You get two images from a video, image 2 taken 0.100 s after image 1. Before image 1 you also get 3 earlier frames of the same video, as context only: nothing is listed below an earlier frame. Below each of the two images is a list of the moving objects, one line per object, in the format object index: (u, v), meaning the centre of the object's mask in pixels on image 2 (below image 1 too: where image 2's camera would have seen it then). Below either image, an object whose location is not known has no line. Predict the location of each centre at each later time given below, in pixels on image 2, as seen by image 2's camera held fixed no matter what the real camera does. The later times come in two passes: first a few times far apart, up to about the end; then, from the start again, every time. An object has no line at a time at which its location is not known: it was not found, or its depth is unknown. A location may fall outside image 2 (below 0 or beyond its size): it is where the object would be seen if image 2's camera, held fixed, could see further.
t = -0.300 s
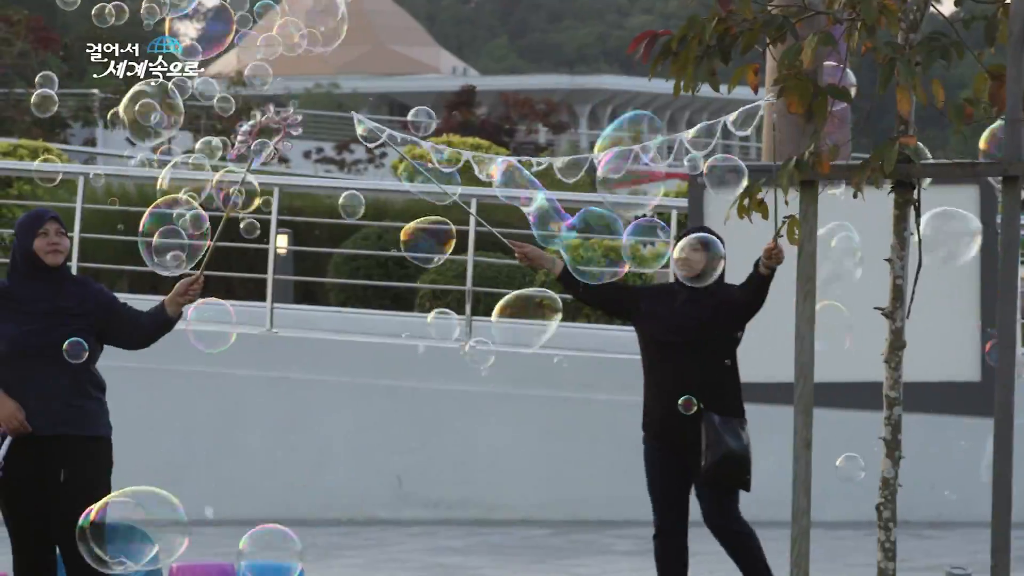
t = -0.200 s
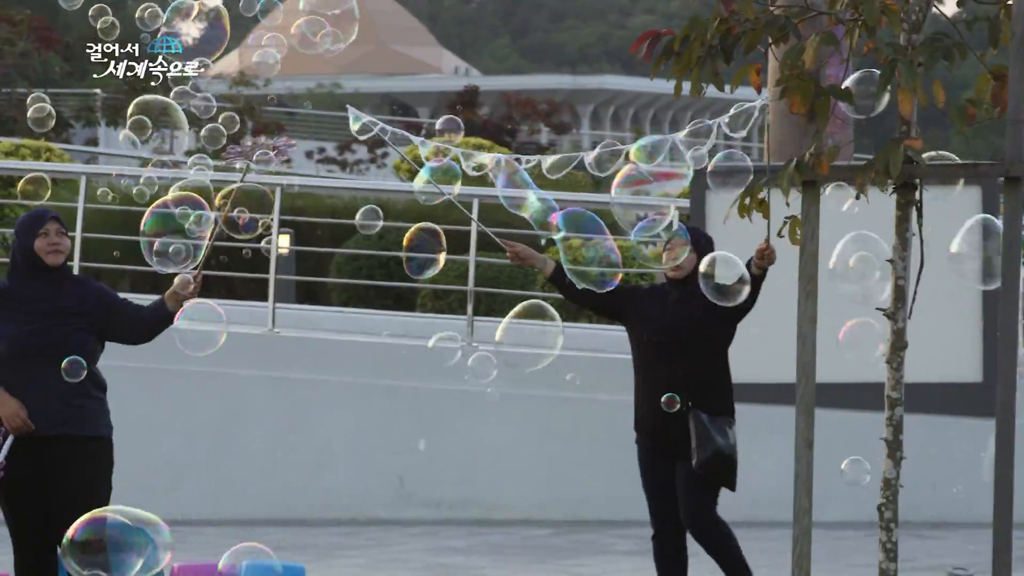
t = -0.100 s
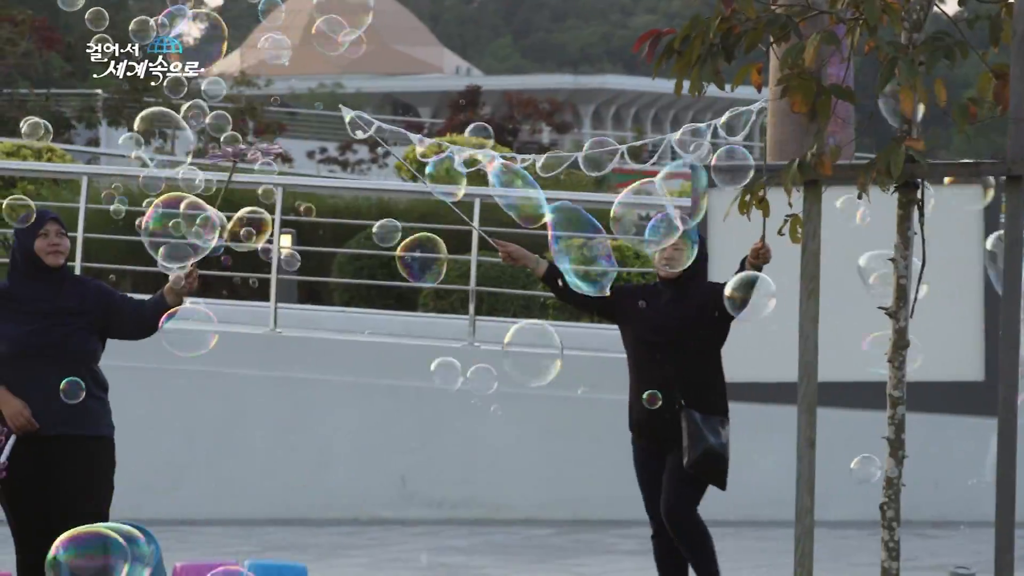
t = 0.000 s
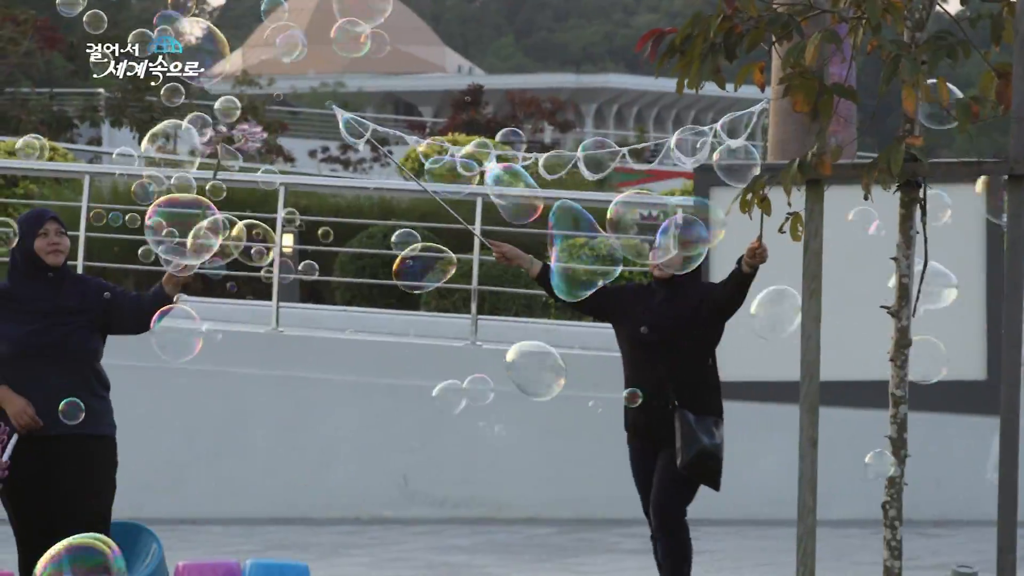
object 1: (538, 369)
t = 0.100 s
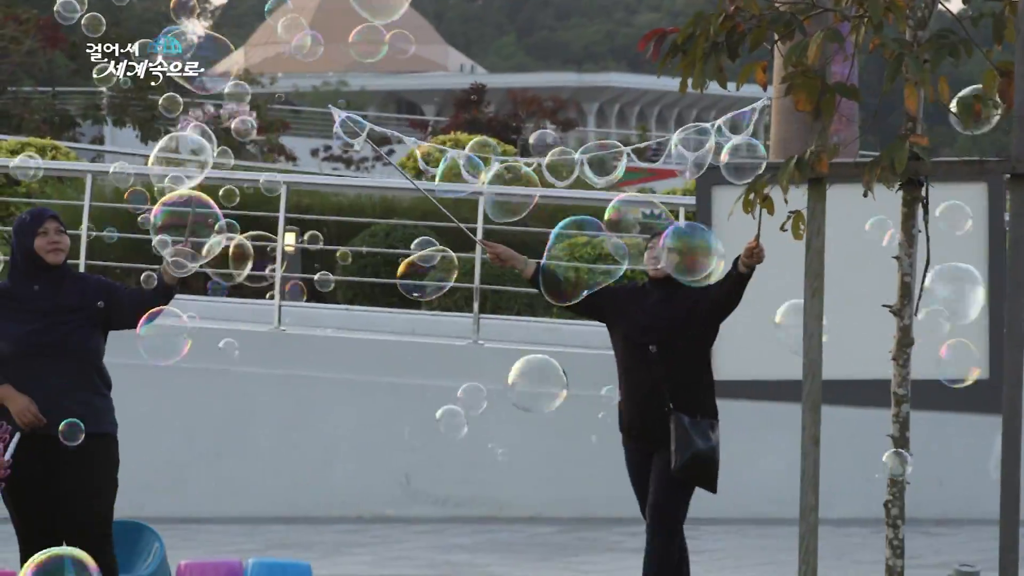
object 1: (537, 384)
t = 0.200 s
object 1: (539, 401)
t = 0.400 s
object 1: (541, 432)
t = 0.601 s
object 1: (543, 461)
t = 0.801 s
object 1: (549, 487)
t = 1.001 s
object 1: (557, 510)
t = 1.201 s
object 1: (568, 529)
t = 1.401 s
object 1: (579, 544)
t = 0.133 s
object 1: (538, 389)
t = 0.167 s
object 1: (539, 395)
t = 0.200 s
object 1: (539, 401)
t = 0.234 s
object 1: (539, 406)
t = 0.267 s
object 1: (540, 411)
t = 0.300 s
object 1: (539, 417)
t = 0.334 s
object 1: (540, 422)
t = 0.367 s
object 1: (540, 427)
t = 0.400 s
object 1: (541, 432)
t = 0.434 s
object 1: (541, 438)
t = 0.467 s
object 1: (541, 443)
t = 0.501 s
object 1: (541, 448)
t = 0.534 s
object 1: (542, 452)
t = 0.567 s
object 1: (543, 457)
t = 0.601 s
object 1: (543, 461)
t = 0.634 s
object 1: (545, 466)
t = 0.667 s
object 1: (546, 471)
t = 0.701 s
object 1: (547, 476)
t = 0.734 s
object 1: (547, 480)
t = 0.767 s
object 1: (548, 484)
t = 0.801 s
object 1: (549, 487)
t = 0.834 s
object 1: (550, 492)
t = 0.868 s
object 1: (552, 495)
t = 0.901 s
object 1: (554, 499)
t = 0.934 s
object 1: (555, 503)
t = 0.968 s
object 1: (556, 507)
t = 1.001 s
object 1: (557, 510)
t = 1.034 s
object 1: (558, 514)
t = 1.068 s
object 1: (560, 517)
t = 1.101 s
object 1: (562, 520)
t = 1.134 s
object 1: (564, 523)
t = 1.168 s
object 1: (566, 526)
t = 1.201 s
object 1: (568, 529)
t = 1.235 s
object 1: (569, 533)
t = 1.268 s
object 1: (571, 535)
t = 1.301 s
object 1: (573, 537)
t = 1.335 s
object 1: (575, 540)
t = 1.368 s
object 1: (577, 542)
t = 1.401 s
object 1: (579, 544)
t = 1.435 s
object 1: (583, 546)
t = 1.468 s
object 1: (585, 548)
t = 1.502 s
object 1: (588, 550)
